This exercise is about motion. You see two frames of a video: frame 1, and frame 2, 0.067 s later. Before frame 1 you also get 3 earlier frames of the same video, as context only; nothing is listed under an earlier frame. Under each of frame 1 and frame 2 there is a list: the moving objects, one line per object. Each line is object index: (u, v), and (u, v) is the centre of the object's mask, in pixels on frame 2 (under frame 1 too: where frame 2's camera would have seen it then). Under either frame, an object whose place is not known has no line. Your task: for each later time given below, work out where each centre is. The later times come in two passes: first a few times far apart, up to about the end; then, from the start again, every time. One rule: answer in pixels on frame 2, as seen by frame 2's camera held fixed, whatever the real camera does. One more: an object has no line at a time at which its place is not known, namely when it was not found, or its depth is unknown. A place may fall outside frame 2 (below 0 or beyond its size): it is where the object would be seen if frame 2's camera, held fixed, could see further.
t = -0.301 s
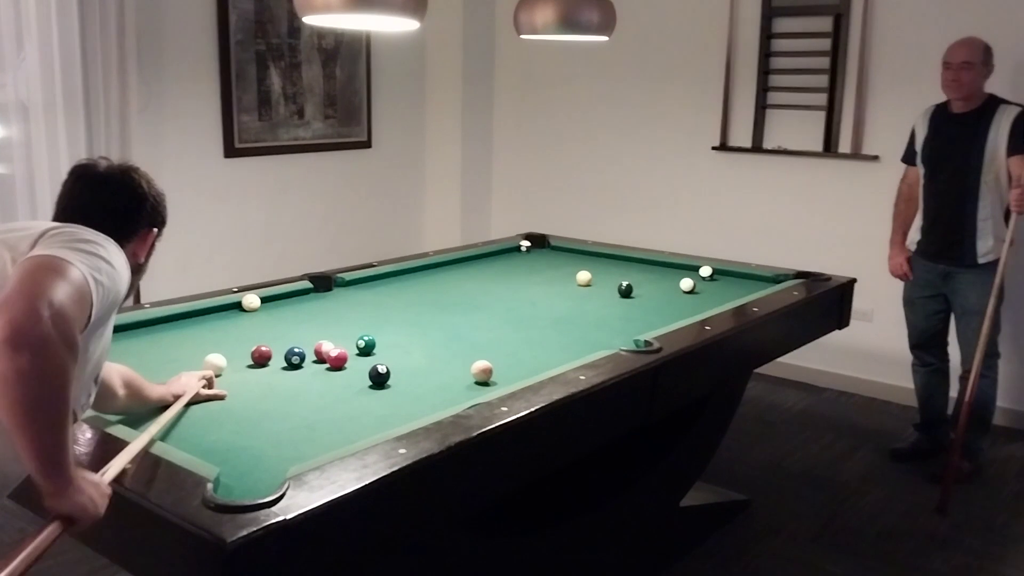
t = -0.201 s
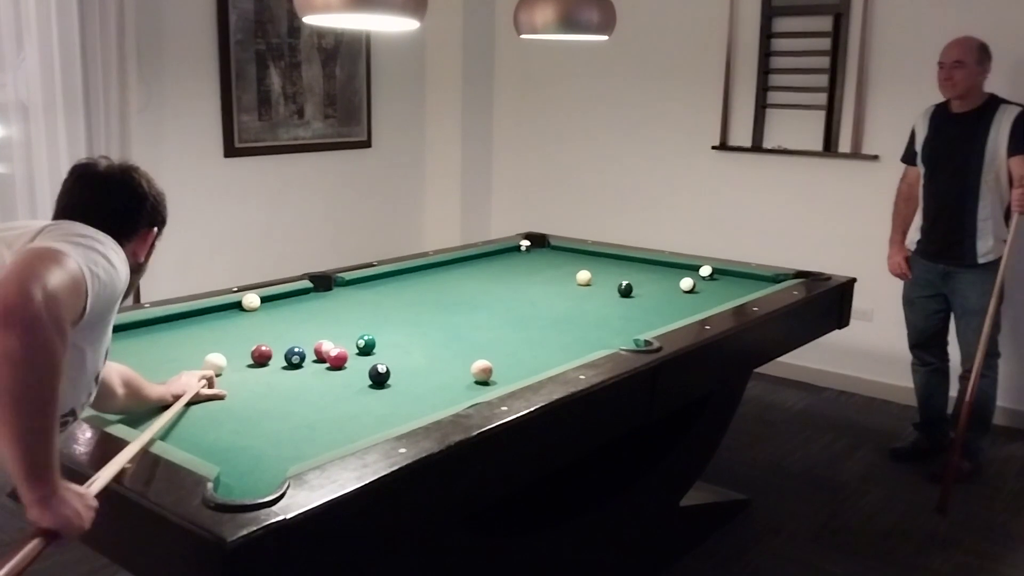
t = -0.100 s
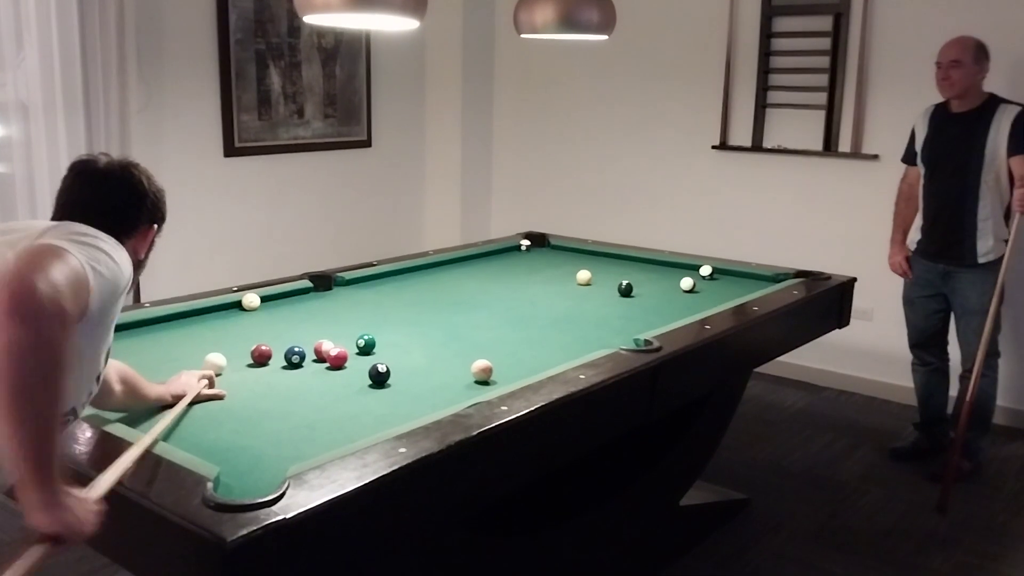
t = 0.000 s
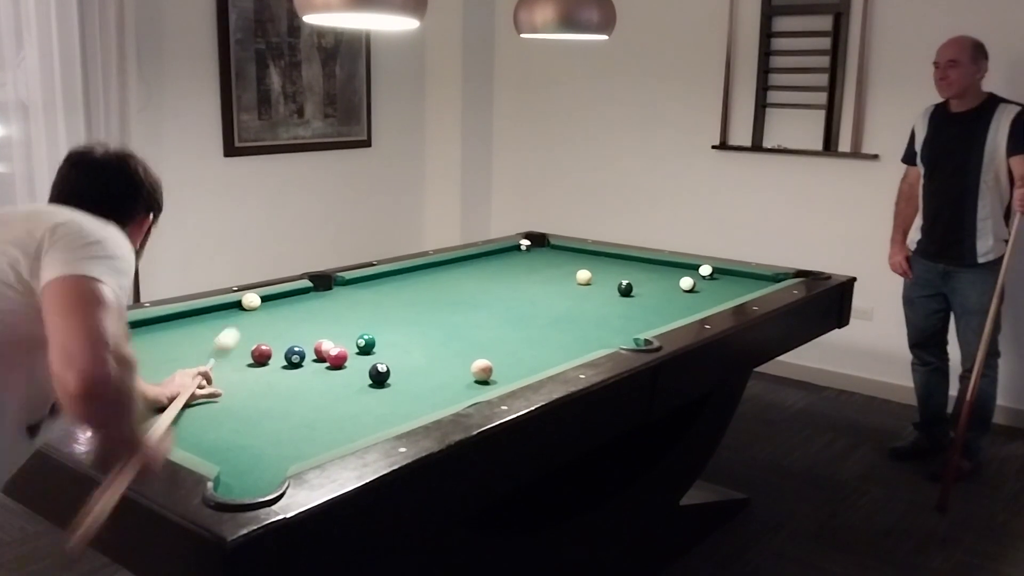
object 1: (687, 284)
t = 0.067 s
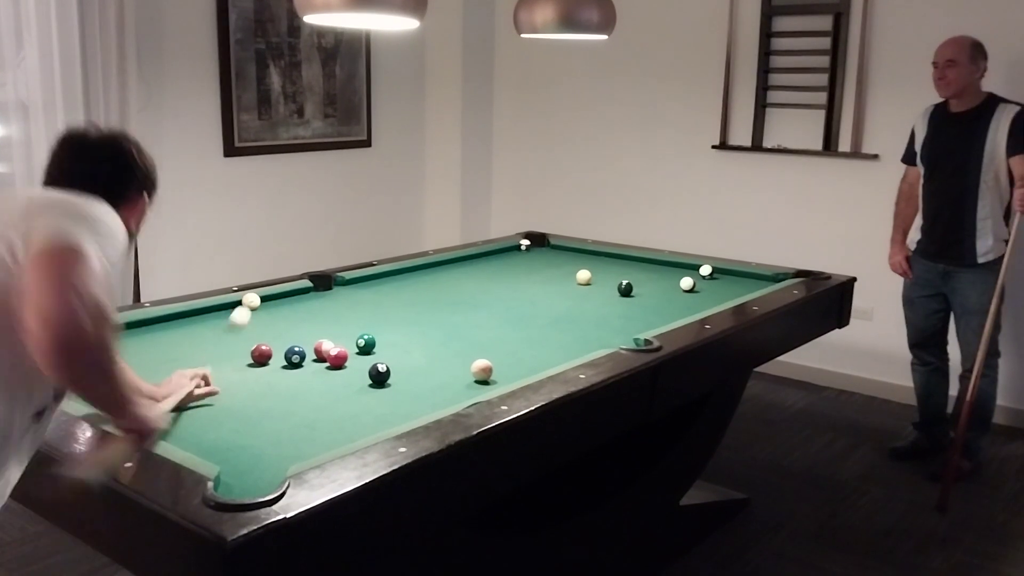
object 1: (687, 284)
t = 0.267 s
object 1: (687, 284)
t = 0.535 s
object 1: (687, 284)
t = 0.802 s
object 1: (688, 284)
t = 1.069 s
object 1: (688, 284)
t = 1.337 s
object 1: (688, 284)
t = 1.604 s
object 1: (681, 283)
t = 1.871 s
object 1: (666, 280)
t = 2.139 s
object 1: (653, 277)
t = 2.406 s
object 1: (641, 275)
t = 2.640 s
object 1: (632, 274)
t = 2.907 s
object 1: (624, 272)
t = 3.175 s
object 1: (617, 271)
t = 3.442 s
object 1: (611, 270)
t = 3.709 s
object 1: (607, 268)
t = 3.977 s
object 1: (602, 268)
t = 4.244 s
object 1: (600, 268)
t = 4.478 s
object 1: (600, 268)
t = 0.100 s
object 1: (687, 284)
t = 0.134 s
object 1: (687, 284)
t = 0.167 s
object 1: (688, 284)
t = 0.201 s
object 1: (687, 284)
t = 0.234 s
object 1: (687, 284)
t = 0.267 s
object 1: (687, 284)
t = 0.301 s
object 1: (688, 284)
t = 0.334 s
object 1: (687, 284)
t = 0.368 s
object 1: (688, 284)
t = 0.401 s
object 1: (687, 284)
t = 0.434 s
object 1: (688, 284)
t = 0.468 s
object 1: (688, 284)
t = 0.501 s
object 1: (687, 284)
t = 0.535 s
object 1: (687, 284)
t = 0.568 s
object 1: (687, 284)
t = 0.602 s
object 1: (688, 284)
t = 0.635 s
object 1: (688, 284)
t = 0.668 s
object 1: (688, 284)
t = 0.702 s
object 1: (688, 284)
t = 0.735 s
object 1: (688, 284)
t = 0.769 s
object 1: (688, 284)
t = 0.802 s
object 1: (688, 284)
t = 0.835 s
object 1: (688, 284)
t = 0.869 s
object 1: (688, 284)
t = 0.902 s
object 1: (688, 284)
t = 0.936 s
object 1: (688, 284)
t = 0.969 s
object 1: (688, 284)
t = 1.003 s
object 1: (688, 284)
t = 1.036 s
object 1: (688, 284)
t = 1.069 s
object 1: (688, 284)
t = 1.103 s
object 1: (688, 284)
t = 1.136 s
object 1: (688, 284)
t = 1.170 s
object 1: (688, 284)
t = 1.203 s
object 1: (688, 284)
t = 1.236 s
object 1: (688, 284)
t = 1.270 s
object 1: (688, 284)
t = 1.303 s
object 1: (688, 284)
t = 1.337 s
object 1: (688, 284)
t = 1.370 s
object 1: (688, 284)
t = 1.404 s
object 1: (688, 284)
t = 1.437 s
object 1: (688, 284)
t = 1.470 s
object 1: (687, 284)
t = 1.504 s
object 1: (687, 284)
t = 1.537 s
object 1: (685, 284)
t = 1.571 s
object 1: (683, 283)
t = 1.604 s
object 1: (681, 283)
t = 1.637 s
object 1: (679, 283)
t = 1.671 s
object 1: (677, 282)
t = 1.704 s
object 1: (675, 282)
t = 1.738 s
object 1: (673, 281)
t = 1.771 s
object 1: (671, 281)
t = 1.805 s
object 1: (669, 281)
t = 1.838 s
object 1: (667, 281)
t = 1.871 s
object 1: (666, 280)
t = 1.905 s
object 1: (664, 280)
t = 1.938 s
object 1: (662, 280)
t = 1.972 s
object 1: (661, 279)
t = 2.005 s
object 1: (659, 279)
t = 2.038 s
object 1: (657, 278)
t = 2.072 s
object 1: (656, 278)
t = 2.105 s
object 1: (654, 278)
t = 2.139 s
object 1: (653, 277)
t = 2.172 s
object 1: (651, 277)
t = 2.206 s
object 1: (650, 277)
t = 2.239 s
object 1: (648, 277)
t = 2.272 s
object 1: (647, 276)
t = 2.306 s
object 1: (645, 276)
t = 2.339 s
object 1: (644, 275)
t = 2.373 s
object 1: (642, 275)
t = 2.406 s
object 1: (641, 275)
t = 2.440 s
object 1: (640, 275)
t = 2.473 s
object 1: (638, 275)
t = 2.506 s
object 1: (637, 274)
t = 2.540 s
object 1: (636, 274)
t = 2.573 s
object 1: (635, 274)
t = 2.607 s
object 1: (633, 274)
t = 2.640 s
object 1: (632, 274)
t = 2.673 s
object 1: (631, 273)
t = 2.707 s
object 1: (630, 273)
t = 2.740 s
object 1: (629, 273)
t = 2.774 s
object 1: (628, 273)
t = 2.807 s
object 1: (627, 273)
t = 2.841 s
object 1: (626, 273)
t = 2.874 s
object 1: (625, 273)
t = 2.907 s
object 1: (624, 272)
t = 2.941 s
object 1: (623, 272)
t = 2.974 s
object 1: (622, 272)
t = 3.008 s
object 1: (622, 271)
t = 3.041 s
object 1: (620, 271)
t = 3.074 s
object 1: (620, 271)
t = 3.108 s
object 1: (619, 271)
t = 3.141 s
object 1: (618, 271)
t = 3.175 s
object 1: (617, 271)
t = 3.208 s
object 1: (617, 270)
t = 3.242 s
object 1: (616, 270)
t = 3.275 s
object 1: (615, 270)
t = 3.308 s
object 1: (614, 270)
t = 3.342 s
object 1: (613, 270)
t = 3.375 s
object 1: (612, 270)
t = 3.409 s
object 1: (612, 270)
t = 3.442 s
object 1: (611, 270)
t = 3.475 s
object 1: (610, 269)
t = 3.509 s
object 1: (610, 269)
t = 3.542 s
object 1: (609, 269)
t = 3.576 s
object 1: (609, 269)
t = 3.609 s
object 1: (608, 269)
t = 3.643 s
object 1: (608, 269)
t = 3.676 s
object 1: (607, 268)
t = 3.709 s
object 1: (607, 268)
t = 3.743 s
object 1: (606, 268)
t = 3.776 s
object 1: (606, 268)
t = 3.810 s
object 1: (605, 268)
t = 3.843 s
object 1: (605, 268)
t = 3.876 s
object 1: (604, 268)
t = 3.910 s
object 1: (603, 268)
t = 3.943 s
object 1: (603, 268)
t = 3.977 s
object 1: (602, 268)
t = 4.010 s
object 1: (602, 268)
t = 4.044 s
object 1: (602, 268)
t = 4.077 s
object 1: (602, 268)
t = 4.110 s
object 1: (602, 268)
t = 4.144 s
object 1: (601, 268)
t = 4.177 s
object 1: (601, 268)
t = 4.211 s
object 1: (600, 268)
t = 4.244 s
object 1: (600, 268)
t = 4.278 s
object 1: (600, 268)
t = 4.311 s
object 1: (600, 268)
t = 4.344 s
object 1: (600, 268)
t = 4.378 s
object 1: (600, 268)
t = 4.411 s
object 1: (600, 268)
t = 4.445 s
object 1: (600, 268)
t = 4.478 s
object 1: (600, 268)
